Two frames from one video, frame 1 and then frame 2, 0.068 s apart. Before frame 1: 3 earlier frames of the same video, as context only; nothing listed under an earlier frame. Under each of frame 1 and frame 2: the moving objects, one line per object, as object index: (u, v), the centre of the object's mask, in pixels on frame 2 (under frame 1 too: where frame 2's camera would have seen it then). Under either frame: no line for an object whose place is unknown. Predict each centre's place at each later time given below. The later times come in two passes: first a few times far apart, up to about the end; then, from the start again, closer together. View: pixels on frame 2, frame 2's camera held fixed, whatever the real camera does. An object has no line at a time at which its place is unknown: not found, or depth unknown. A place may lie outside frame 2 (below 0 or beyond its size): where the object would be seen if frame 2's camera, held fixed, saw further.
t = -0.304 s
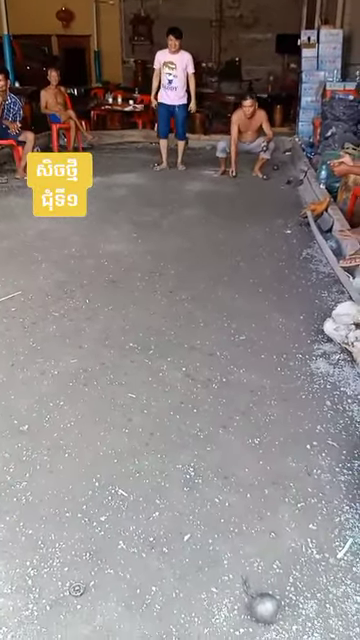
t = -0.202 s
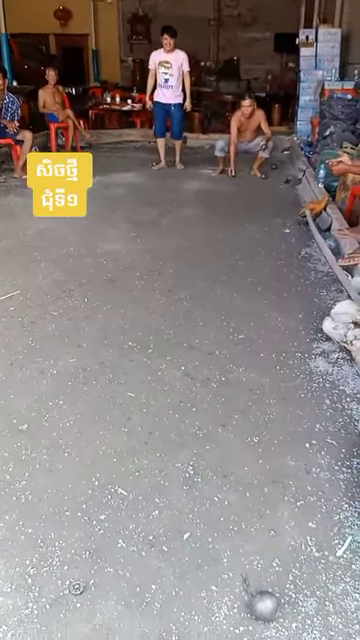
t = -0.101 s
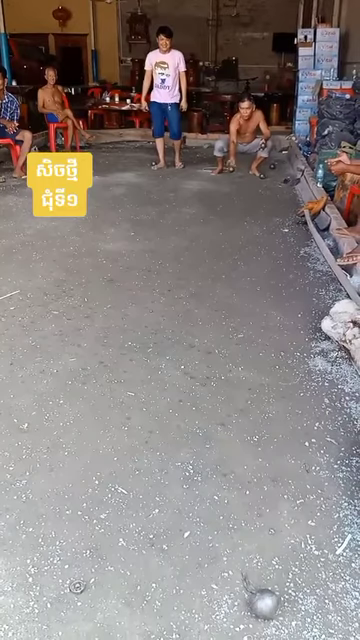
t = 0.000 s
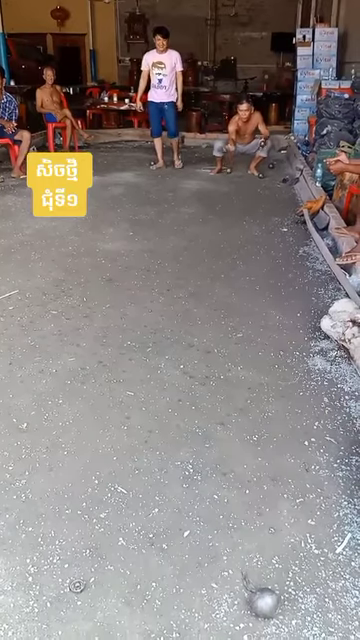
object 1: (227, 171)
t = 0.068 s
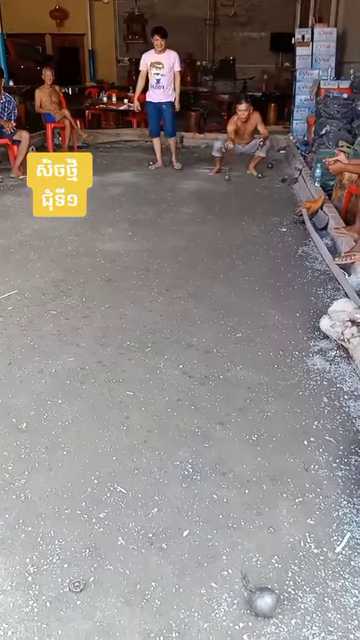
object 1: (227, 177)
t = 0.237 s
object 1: (224, 199)
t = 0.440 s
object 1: (220, 210)
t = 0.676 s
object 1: (217, 222)
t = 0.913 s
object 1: (213, 234)
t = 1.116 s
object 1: (211, 245)
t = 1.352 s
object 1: (207, 259)
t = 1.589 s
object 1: (204, 273)
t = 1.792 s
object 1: (201, 287)
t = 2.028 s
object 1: (195, 302)
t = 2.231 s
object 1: (190, 316)
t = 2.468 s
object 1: (185, 331)
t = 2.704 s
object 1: (180, 344)
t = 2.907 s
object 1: (174, 354)
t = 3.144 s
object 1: (168, 363)
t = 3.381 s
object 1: (159, 372)
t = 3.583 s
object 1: (153, 379)
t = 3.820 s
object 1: (144, 385)
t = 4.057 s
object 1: (134, 390)
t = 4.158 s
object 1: (129, 391)
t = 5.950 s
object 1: (121, 391)
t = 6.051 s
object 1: (121, 392)
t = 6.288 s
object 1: (121, 392)
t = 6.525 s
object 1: (121, 392)
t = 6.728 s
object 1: (122, 392)
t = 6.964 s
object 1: (122, 392)
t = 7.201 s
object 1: (122, 392)
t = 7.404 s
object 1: (122, 392)
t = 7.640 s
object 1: (121, 392)
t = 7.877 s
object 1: (121, 392)
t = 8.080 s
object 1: (121, 392)
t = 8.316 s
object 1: (121, 392)
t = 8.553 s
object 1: (121, 392)
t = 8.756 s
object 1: (121, 392)
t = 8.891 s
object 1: (121, 392)
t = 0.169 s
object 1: (225, 198)
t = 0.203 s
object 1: (224, 199)
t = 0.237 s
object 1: (224, 199)
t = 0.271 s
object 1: (223, 200)
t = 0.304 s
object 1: (222, 202)
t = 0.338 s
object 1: (222, 205)
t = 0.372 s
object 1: (221, 208)
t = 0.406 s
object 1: (221, 209)
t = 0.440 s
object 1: (220, 210)
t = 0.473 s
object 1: (220, 212)
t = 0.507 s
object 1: (219, 214)
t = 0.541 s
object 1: (219, 215)
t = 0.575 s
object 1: (218, 217)
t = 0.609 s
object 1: (218, 218)
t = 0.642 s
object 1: (218, 221)
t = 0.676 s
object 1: (217, 222)
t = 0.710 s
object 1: (216, 223)
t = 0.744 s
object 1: (215, 225)
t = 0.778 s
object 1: (215, 227)
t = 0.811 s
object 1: (214, 229)
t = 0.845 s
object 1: (214, 231)
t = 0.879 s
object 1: (214, 232)
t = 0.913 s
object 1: (213, 234)
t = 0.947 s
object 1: (213, 236)
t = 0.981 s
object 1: (213, 238)
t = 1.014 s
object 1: (212, 240)
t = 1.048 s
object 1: (212, 242)
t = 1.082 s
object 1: (212, 243)
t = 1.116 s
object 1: (211, 245)
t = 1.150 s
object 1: (211, 247)
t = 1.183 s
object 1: (210, 250)
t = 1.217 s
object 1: (209, 251)
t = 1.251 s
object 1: (209, 253)
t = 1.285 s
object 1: (208, 255)
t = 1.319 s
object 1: (208, 257)
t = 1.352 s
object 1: (207, 259)
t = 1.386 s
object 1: (207, 260)
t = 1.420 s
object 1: (206, 262)
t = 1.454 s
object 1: (205, 265)
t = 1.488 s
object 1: (205, 267)
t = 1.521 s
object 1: (204, 269)
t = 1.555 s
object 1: (204, 271)
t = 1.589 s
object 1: (204, 273)
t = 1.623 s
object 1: (203, 276)
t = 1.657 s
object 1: (203, 278)
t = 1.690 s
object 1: (202, 280)
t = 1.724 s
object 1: (202, 282)
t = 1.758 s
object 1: (201, 284)
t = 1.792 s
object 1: (201, 287)
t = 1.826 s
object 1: (199, 288)
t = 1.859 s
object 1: (198, 291)
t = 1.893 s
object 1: (198, 293)
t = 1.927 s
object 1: (197, 295)
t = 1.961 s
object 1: (197, 297)
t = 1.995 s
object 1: (195, 300)
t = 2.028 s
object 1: (195, 302)
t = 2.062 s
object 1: (194, 304)
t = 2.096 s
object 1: (193, 307)
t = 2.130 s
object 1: (193, 309)
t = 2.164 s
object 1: (192, 312)
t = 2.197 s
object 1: (191, 314)
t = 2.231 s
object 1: (190, 316)
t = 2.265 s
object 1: (189, 317)
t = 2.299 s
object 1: (189, 320)
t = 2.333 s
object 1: (188, 322)
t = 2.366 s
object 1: (188, 324)
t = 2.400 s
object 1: (188, 327)
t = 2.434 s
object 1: (187, 329)
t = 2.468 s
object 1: (185, 331)
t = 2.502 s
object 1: (185, 333)
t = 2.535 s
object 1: (184, 335)
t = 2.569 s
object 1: (183, 336)
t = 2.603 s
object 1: (182, 339)
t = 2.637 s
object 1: (181, 341)
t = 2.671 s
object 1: (181, 342)
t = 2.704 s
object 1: (180, 344)
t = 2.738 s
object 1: (179, 346)
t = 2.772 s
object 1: (178, 347)
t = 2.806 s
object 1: (177, 349)
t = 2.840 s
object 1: (176, 350)
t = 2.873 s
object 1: (175, 352)
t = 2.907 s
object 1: (174, 354)
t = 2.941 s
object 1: (173, 355)
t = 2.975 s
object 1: (173, 356)
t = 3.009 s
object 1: (171, 358)
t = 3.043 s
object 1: (171, 359)
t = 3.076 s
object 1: (169, 360)
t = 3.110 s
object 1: (169, 362)
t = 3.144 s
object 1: (168, 363)
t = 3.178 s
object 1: (166, 365)
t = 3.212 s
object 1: (166, 366)
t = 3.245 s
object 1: (165, 367)
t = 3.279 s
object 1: (163, 368)
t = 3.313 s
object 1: (162, 370)
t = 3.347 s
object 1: (160, 371)
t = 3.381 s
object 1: (159, 372)
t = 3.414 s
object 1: (158, 373)
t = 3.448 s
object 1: (157, 374)
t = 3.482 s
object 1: (156, 375)
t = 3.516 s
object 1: (155, 376)
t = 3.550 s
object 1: (154, 377)
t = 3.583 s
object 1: (153, 379)
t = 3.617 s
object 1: (152, 379)
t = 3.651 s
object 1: (151, 380)
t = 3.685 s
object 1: (150, 381)
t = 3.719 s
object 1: (148, 382)
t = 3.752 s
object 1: (147, 383)
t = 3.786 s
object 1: (146, 384)
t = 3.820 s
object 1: (144, 385)
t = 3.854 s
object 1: (143, 386)
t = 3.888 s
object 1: (141, 386)
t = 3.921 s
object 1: (140, 387)
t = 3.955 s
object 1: (139, 388)
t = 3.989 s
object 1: (137, 389)
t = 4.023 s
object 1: (135, 389)
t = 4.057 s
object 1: (134, 390)
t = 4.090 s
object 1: (132, 391)
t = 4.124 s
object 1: (131, 391)
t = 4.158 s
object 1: (129, 391)
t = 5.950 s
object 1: (121, 391)
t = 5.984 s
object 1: (121, 392)
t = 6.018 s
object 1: (121, 392)
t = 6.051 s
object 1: (121, 392)
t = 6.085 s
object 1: (121, 391)
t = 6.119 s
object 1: (121, 391)
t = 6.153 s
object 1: (121, 392)
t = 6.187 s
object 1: (121, 391)
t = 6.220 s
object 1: (121, 392)
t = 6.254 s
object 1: (122, 391)
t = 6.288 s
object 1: (121, 392)
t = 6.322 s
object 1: (121, 392)
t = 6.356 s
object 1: (121, 392)
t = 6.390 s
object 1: (121, 392)
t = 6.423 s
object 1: (121, 392)
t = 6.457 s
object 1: (121, 391)
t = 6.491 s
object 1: (121, 392)
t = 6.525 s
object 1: (121, 392)
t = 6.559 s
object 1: (121, 392)
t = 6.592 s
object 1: (121, 392)
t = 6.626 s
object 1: (121, 392)
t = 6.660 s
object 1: (121, 392)
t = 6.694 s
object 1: (121, 392)
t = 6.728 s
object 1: (122, 392)
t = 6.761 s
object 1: (121, 392)
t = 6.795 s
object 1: (121, 392)
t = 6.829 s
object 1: (121, 392)
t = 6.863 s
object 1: (121, 392)
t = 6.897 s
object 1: (121, 392)
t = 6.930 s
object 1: (121, 392)
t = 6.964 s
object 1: (122, 392)
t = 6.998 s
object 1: (121, 392)
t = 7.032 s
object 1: (122, 392)
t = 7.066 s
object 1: (122, 391)
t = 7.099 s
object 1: (122, 392)
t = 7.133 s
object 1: (122, 392)
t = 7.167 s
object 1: (122, 392)
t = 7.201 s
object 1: (122, 392)
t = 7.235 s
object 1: (122, 392)
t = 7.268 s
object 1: (122, 392)
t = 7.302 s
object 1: (122, 392)
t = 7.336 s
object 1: (122, 392)
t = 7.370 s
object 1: (122, 392)
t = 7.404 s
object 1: (122, 392)
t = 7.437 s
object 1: (122, 392)
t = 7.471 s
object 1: (122, 392)
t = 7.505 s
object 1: (121, 392)
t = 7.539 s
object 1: (121, 392)
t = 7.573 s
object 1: (121, 392)
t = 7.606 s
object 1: (121, 392)
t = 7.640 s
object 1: (121, 392)
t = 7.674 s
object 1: (121, 392)
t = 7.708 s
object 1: (121, 392)
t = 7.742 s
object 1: (121, 392)
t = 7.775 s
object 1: (121, 392)
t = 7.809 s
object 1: (121, 391)
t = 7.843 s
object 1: (121, 392)
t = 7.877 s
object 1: (121, 392)
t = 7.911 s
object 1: (121, 392)
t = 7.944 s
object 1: (121, 392)
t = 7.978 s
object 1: (121, 392)
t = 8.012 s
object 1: (121, 392)
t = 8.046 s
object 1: (121, 392)
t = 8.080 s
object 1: (121, 392)
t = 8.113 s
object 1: (121, 392)
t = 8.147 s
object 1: (121, 392)
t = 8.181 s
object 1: (121, 392)
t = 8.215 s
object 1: (121, 392)
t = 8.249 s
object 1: (121, 392)
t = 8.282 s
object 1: (121, 392)
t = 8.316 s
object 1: (121, 392)
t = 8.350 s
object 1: (121, 392)
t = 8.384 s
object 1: (121, 392)
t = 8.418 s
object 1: (121, 392)
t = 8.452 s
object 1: (121, 392)
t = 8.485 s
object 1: (121, 392)
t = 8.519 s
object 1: (121, 392)
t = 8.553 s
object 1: (121, 392)
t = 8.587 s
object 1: (121, 392)
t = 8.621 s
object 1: (121, 392)
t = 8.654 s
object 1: (121, 392)
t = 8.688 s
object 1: (121, 392)
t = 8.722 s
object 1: (121, 392)
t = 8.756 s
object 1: (121, 392)
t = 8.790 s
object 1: (121, 392)
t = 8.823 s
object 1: (121, 392)
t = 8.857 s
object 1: (121, 392)
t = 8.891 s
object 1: (121, 392)
